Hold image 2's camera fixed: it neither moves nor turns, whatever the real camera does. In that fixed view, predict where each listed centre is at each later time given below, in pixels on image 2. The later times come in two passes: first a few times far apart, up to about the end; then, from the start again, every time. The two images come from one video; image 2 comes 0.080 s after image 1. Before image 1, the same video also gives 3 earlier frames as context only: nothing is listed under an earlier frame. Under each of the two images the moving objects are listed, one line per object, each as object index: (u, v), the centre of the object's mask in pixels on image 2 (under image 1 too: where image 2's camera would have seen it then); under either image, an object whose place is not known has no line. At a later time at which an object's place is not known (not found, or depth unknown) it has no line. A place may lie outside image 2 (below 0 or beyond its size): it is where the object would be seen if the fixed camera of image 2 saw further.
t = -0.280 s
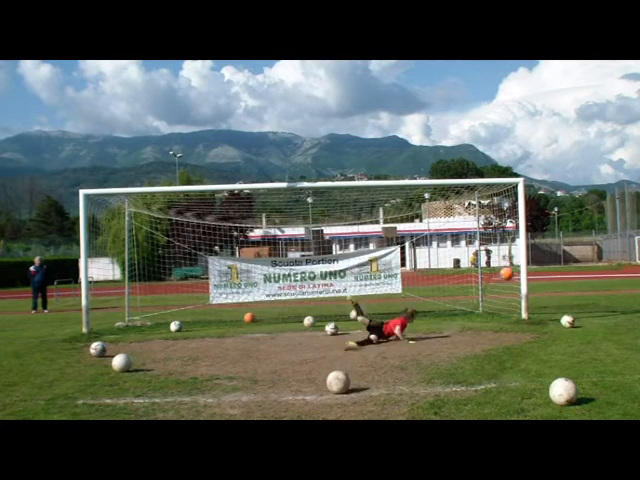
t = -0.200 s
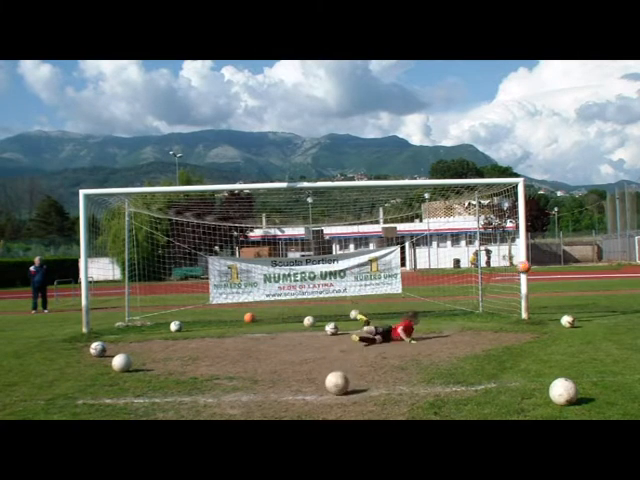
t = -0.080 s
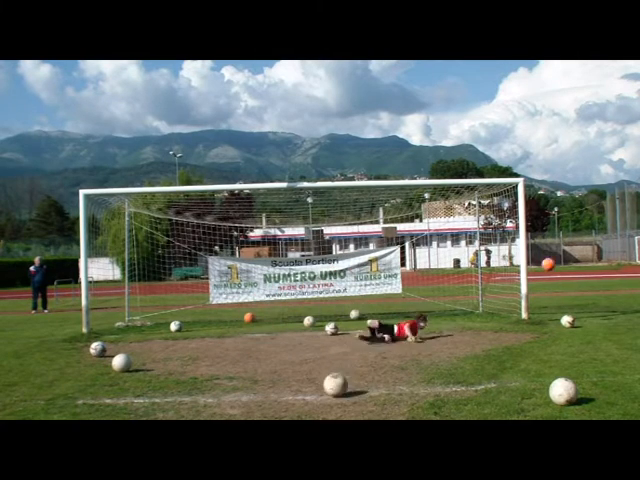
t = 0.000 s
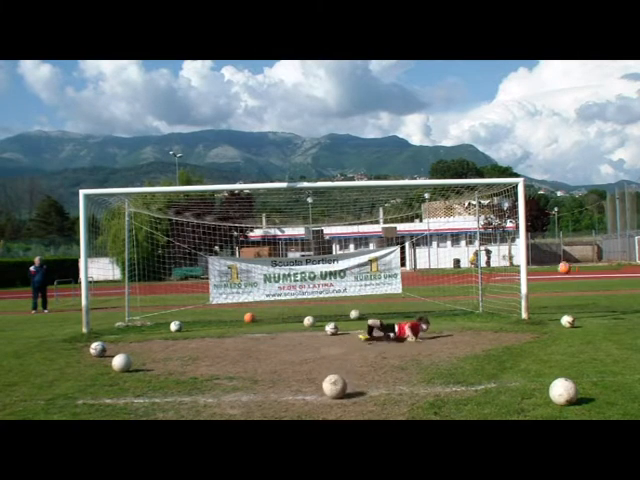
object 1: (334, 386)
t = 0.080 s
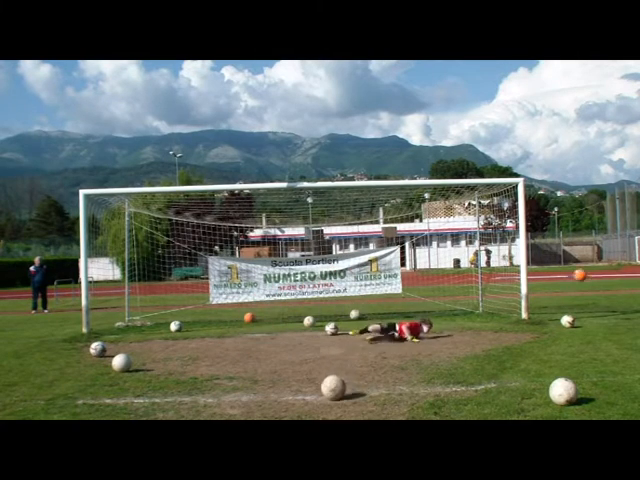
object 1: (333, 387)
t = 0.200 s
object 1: (331, 389)
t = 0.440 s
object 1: (328, 392)
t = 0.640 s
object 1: (325, 394)
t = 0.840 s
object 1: (322, 396)
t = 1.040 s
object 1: (318, 399)
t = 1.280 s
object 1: (313, 401)
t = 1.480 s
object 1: (310, 402)
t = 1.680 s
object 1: (308, 404)
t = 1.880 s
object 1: (305, 405)
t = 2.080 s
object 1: (302, 405)
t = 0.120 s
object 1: (333, 388)
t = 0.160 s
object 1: (332, 388)
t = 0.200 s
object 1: (331, 389)
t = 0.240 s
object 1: (331, 389)
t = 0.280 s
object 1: (330, 390)
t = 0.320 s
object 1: (330, 390)
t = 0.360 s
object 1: (329, 391)
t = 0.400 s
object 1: (329, 391)
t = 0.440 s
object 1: (328, 392)
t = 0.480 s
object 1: (328, 392)
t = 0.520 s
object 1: (327, 392)
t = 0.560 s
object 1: (327, 393)
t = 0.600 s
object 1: (326, 393)
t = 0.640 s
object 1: (325, 394)
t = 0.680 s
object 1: (324, 394)
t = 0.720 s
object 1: (324, 395)
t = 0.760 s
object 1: (323, 395)
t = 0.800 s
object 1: (322, 396)
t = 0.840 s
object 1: (322, 396)
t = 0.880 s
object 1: (321, 397)
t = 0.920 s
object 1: (320, 397)
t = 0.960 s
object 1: (319, 398)
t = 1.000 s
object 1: (319, 398)
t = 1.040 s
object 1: (318, 399)
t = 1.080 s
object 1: (317, 399)
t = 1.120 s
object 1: (316, 399)
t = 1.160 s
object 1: (316, 399)
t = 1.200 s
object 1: (315, 400)
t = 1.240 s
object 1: (314, 400)
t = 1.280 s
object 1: (313, 401)
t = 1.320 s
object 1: (313, 401)
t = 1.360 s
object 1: (312, 401)
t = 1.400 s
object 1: (311, 402)
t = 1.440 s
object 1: (311, 402)
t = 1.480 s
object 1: (310, 402)
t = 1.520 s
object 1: (309, 403)
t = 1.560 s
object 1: (309, 403)
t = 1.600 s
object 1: (309, 403)
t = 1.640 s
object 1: (308, 404)
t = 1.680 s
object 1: (308, 404)
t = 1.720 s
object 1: (307, 404)
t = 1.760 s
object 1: (306, 404)
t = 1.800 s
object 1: (306, 405)
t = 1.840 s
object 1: (305, 405)
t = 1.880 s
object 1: (305, 405)
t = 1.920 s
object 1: (304, 405)
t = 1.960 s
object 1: (304, 405)
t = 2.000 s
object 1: (303, 405)
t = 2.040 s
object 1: (303, 405)
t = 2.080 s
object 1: (302, 405)
